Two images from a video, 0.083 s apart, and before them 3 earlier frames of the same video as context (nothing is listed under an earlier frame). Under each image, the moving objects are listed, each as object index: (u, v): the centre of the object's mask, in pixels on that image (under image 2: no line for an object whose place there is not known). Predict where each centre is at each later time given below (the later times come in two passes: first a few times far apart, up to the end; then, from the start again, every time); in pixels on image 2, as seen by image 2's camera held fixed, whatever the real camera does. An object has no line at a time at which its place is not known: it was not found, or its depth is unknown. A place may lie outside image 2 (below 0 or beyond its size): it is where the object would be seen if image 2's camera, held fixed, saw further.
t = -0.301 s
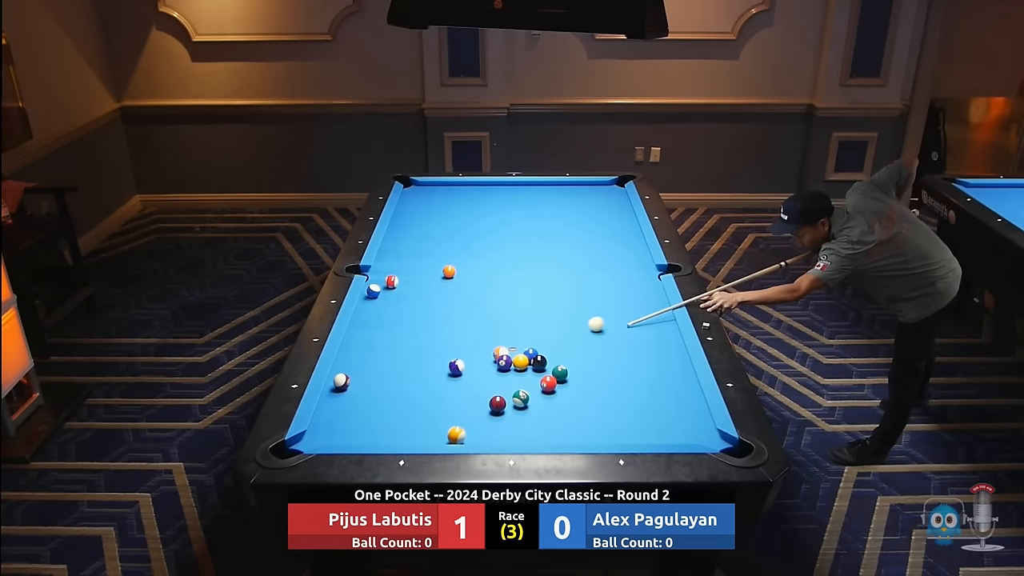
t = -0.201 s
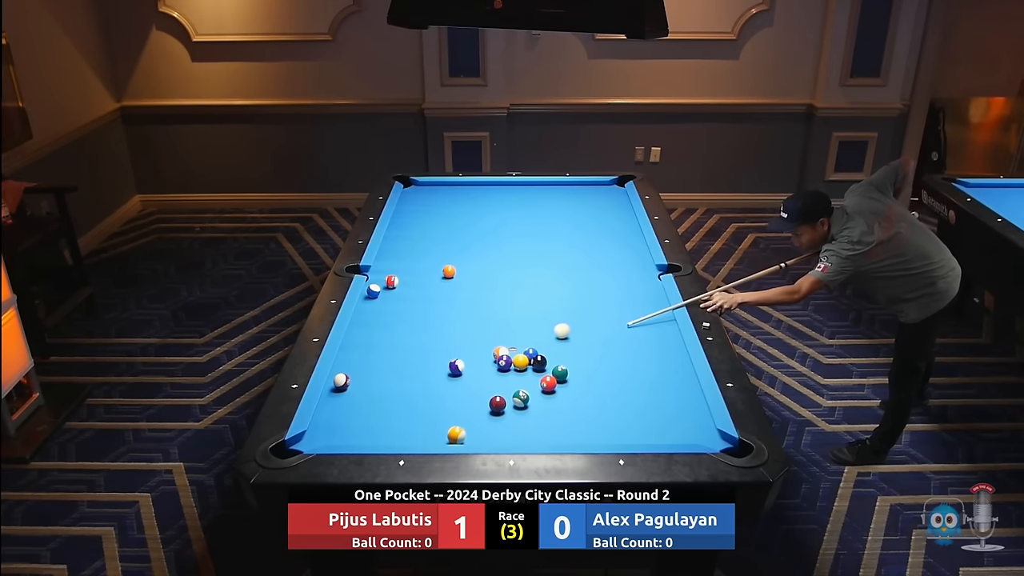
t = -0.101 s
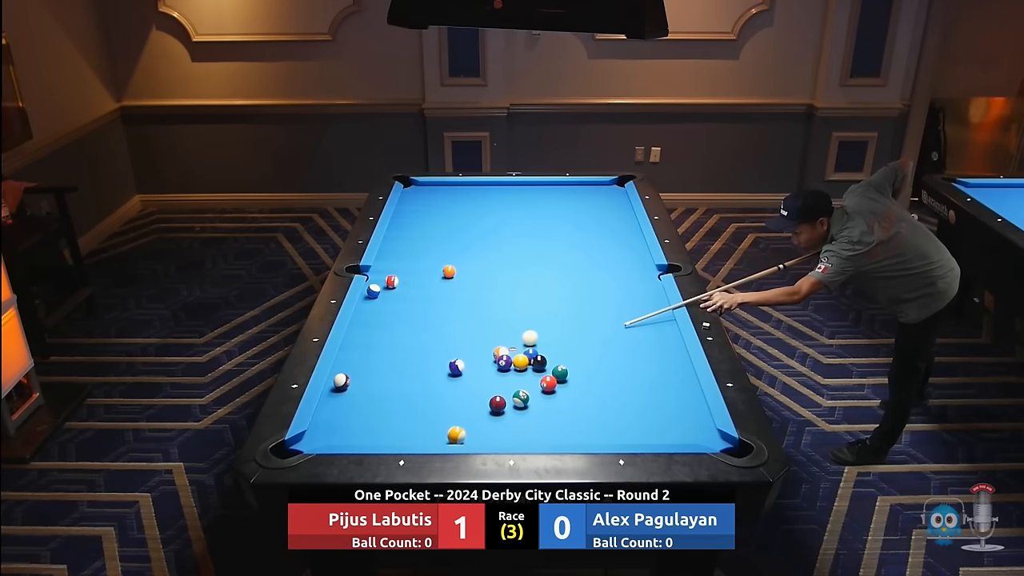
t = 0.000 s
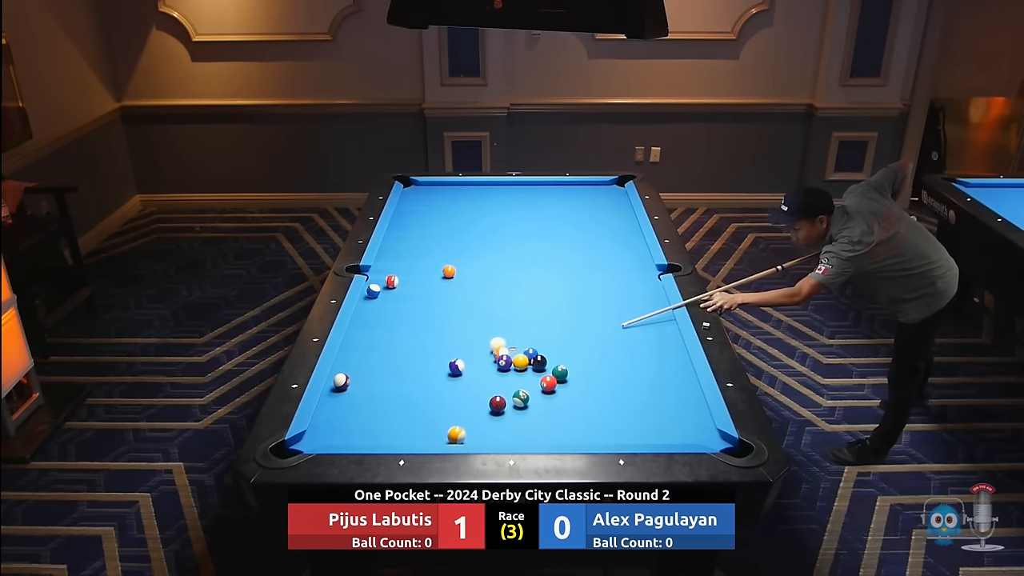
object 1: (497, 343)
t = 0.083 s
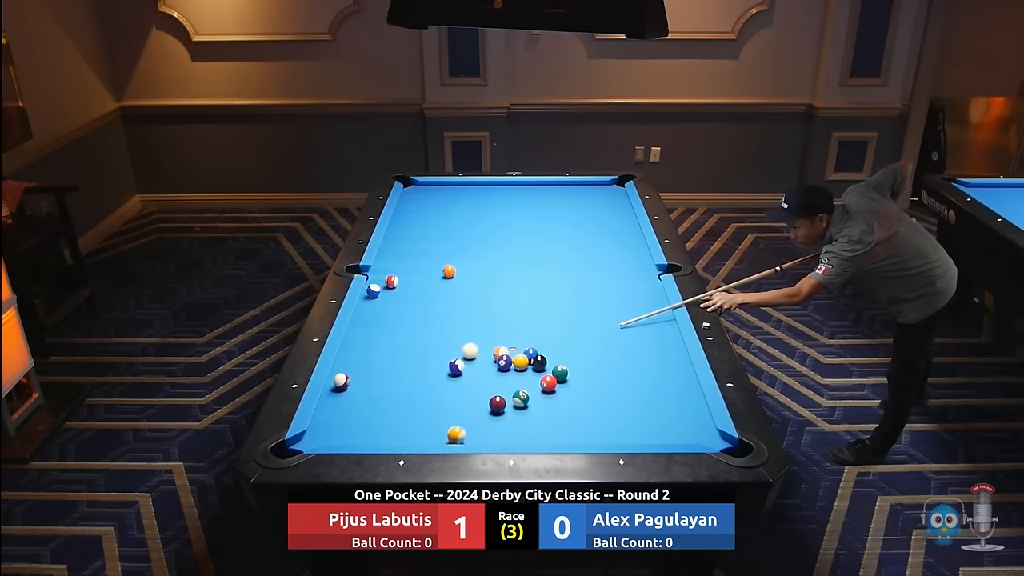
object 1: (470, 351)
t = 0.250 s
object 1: (412, 364)
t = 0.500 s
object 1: (350, 374)
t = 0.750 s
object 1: (346, 376)
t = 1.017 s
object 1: (360, 381)
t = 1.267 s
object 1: (372, 385)
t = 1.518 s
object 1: (383, 389)
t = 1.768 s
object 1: (394, 392)
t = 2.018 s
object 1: (403, 395)
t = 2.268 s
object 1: (411, 397)
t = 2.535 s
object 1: (419, 399)
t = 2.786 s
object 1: (425, 400)
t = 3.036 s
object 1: (430, 402)
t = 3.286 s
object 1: (433, 403)
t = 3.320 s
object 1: (433, 403)
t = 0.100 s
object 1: (464, 352)
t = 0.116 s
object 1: (459, 352)
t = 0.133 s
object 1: (452, 354)
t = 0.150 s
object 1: (447, 356)
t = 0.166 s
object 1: (441, 358)
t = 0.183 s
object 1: (435, 359)
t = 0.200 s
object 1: (430, 360)
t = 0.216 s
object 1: (424, 361)
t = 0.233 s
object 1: (418, 363)
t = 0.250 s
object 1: (412, 364)
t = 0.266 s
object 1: (407, 365)
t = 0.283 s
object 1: (401, 367)
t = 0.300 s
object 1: (395, 368)
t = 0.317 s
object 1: (389, 369)
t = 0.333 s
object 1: (384, 370)
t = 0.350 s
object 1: (377, 372)
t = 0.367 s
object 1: (372, 373)
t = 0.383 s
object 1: (366, 374)
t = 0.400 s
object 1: (360, 376)
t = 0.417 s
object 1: (356, 376)
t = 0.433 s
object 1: (355, 376)
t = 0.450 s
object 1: (354, 375)
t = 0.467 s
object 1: (353, 375)
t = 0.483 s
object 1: (351, 374)
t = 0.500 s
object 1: (350, 374)
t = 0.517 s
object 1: (348, 373)
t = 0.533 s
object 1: (346, 373)
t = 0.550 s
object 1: (344, 373)
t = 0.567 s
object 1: (342, 373)
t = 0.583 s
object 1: (340, 373)
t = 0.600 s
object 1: (338, 373)
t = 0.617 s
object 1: (338, 373)
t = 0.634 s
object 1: (339, 374)
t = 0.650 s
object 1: (341, 374)
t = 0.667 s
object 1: (342, 375)
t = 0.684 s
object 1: (343, 375)
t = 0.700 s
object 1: (344, 375)
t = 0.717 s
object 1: (345, 375)
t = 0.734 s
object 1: (345, 376)
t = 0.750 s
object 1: (346, 376)
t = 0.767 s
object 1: (347, 376)
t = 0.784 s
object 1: (348, 377)
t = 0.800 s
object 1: (349, 377)
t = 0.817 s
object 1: (350, 377)
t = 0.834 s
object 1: (351, 378)
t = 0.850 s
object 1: (352, 378)
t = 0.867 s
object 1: (352, 378)
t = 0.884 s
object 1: (353, 379)
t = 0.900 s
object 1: (354, 379)
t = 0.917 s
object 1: (355, 379)
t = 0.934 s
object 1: (356, 379)
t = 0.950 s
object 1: (357, 380)
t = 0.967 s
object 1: (358, 380)
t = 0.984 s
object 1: (358, 380)
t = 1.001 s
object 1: (359, 381)
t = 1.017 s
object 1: (360, 381)
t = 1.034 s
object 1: (361, 381)
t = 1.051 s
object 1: (362, 381)
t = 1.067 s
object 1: (363, 382)
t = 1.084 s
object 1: (363, 382)
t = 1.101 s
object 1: (364, 382)
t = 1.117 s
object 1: (365, 383)
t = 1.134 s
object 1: (366, 383)
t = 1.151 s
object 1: (367, 383)
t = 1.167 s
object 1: (367, 384)
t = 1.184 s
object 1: (368, 384)
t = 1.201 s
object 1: (369, 384)
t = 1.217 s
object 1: (370, 384)
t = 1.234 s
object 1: (371, 385)
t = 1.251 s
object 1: (371, 385)
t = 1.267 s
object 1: (372, 385)
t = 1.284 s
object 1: (373, 385)
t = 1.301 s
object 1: (374, 386)
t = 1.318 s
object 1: (374, 386)
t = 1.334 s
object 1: (375, 386)
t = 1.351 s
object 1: (376, 386)
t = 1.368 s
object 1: (376, 387)
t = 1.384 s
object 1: (377, 387)
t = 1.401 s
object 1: (378, 387)
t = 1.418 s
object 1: (379, 387)
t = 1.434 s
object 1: (380, 388)
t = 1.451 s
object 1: (380, 388)
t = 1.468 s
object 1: (381, 388)
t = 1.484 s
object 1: (382, 388)
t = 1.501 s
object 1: (383, 389)
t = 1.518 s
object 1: (383, 389)
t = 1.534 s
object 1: (384, 389)
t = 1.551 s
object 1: (385, 389)
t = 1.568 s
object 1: (385, 389)
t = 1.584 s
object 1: (386, 390)
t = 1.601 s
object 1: (387, 390)
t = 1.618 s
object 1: (388, 390)
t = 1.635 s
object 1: (388, 390)
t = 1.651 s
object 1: (389, 391)
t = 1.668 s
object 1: (390, 391)
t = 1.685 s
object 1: (390, 391)
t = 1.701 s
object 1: (391, 391)
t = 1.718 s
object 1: (392, 391)
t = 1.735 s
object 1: (392, 392)
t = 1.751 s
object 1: (393, 392)
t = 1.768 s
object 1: (394, 392)
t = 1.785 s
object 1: (394, 392)
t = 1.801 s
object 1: (395, 393)
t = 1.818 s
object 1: (396, 393)
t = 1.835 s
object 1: (396, 393)
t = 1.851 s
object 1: (397, 393)
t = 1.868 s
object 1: (398, 393)
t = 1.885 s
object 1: (398, 393)
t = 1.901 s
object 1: (399, 394)
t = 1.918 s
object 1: (399, 394)
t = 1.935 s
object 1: (400, 394)
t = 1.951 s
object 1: (401, 394)
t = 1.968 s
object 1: (401, 394)
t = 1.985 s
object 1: (402, 395)
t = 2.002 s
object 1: (402, 395)
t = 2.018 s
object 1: (403, 395)
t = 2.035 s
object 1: (404, 395)
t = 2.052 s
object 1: (404, 395)
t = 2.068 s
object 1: (405, 395)
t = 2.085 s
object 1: (405, 395)
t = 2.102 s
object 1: (406, 396)
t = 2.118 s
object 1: (407, 396)
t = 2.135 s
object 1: (407, 396)
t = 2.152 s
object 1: (408, 396)
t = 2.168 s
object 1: (408, 396)
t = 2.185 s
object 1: (409, 396)
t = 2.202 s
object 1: (409, 396)
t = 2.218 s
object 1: (410, 397)
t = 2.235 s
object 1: (410, 397)
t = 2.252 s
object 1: (411, 397)
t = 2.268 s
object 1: (411, 397)
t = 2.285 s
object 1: (412, 397)
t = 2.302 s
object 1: (412, 397)
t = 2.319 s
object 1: (413, 397)
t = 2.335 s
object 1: (413, 398)
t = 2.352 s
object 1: (414, 398)
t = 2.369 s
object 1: (415, 398)
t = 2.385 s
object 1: (415, 398)
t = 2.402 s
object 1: (415, 398)
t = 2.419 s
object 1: (416, 398)
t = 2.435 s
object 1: (417, 398)
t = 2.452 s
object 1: (417, 398)
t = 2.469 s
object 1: (417, 399)
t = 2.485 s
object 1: (418, 399)
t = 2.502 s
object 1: (418, 399)
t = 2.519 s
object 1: (419, 399)
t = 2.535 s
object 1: (419, 399)
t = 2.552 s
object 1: (420, 399)
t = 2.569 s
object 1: (420, 399)
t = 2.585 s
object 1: (420, 399)
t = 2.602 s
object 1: (421, 399)
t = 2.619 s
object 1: (421, 400)
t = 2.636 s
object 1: (422, 400)
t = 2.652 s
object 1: (422, 400)
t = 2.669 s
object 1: (422, 400)
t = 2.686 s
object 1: (423, 400)
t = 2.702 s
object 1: (423, 400)
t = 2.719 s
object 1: (424, 400)
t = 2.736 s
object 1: (424, 400)
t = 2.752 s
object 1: (424, 400)
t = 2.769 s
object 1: (425, 400)
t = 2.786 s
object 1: (425, 400)
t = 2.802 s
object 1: (425, 401)
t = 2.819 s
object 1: (426, 400)
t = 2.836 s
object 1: (426, 401)
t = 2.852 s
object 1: (426, 401)
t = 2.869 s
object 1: (427, 401)
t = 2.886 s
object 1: (427, 401)
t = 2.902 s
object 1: (427, 401)
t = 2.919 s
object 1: (428, 401)
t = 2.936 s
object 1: (428, 401)
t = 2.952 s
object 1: (428, 401)
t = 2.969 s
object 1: (429, 401)
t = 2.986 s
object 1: (429, 401)
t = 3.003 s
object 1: (429, 402)
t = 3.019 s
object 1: (429, 402)
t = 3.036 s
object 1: (430, 402)
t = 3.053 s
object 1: (430, 402)
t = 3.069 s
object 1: (430, 402)
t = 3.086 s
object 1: (431, 402)
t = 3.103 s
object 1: (431, 402)
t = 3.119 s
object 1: (431, 402)
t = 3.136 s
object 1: (431, 402)
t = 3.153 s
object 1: (431, 402)
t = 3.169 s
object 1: (432, 402)
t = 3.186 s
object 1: (432, 403)
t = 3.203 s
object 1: (432, 403)
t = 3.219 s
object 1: (432, 403)
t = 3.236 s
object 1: (432, 403)
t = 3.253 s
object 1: (433, 403)
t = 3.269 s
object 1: (433, 403)
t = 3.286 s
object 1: (433, 403)
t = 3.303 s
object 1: (433, 403)
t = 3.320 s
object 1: (433, 403)
